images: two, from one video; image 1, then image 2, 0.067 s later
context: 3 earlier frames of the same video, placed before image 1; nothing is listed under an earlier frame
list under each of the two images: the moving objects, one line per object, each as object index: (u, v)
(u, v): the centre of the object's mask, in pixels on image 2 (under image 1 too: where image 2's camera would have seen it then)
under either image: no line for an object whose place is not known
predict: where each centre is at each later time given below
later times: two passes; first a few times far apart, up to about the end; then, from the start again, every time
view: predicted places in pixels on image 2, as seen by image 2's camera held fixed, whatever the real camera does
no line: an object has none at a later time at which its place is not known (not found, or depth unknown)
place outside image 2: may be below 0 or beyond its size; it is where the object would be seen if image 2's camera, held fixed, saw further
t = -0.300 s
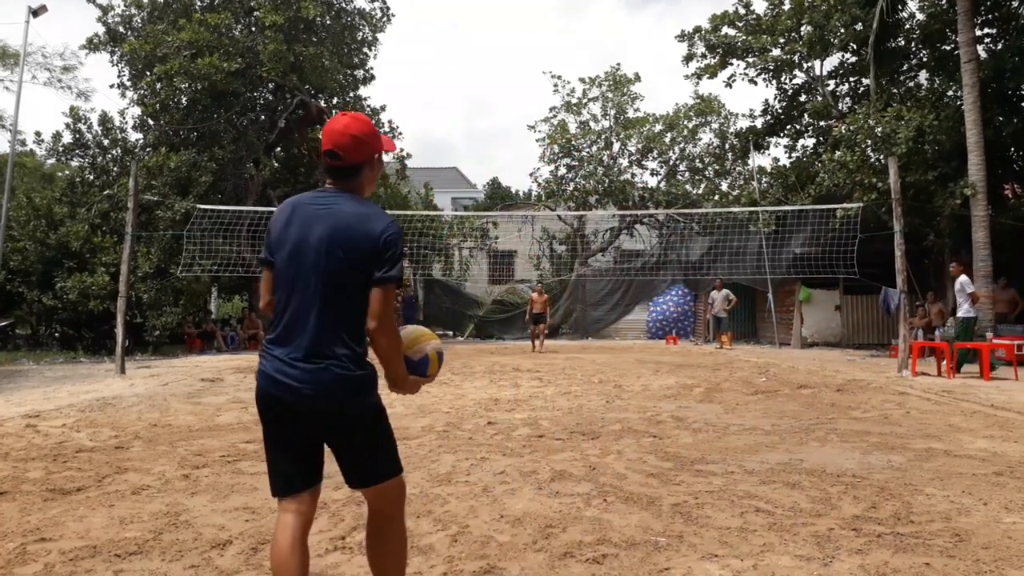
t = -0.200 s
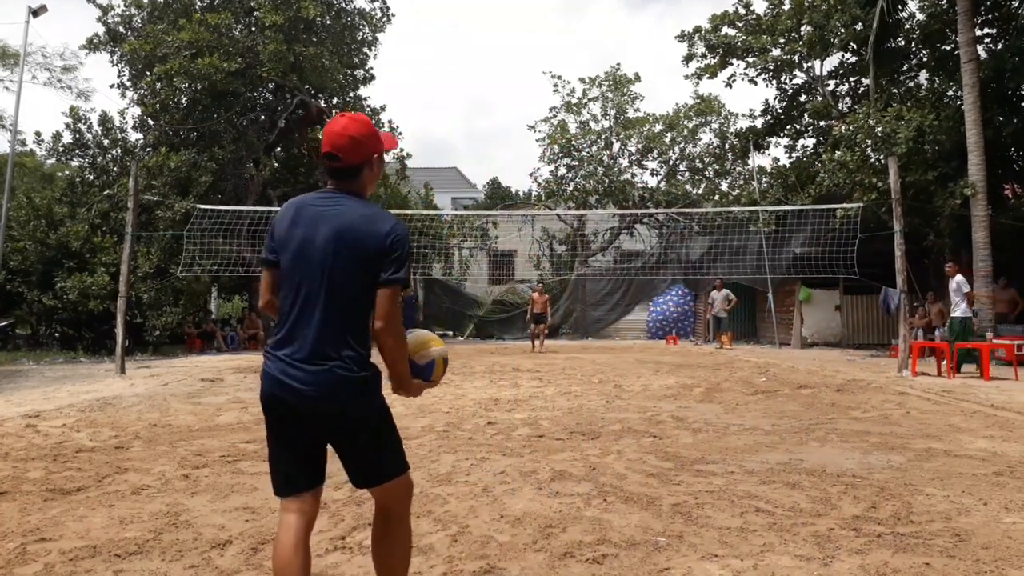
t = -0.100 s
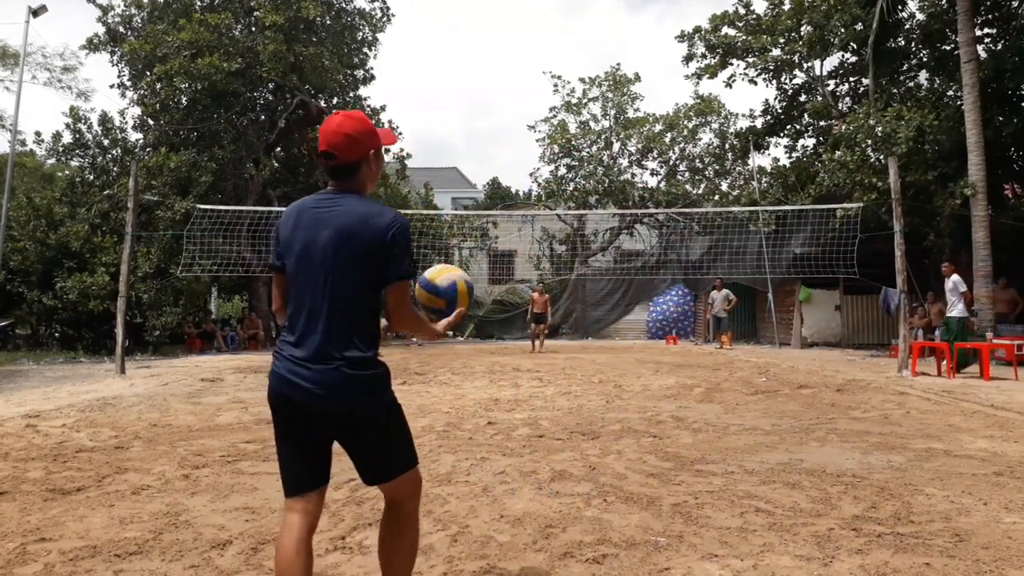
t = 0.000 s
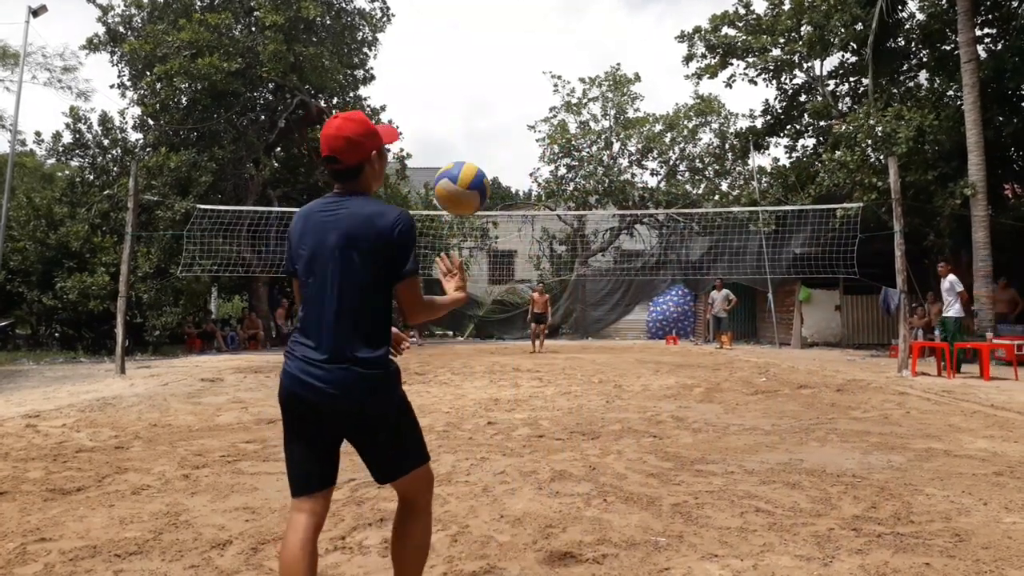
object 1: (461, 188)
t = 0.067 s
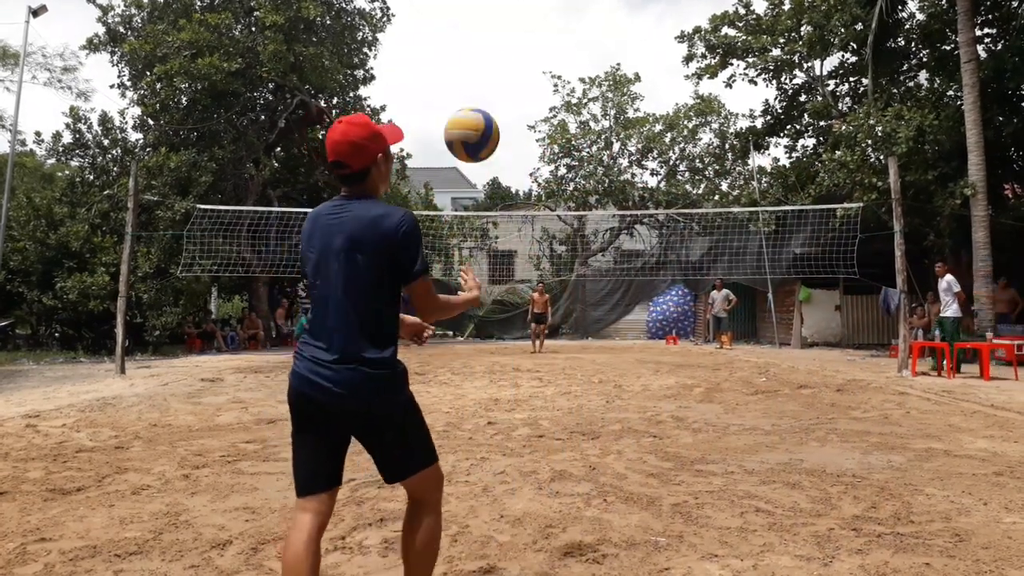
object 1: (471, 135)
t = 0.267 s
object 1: (501, 47)
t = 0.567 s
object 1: (540, 100)
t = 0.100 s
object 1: (477, 113)
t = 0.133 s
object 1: (482, 94)
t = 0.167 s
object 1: (487, 78)
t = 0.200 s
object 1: (491, 64)
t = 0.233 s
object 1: (496, 54)
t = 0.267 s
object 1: (501, 47)
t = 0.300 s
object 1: (506, 42)
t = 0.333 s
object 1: (510, 40)
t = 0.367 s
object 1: (514, 41)
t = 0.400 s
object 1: (519, 44)
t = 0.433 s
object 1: (523, 51)
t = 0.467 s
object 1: (527, 60)
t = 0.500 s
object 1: (532, 71)
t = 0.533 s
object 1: (536, 84)
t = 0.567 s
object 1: (540, 100)
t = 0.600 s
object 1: (543, 118)
